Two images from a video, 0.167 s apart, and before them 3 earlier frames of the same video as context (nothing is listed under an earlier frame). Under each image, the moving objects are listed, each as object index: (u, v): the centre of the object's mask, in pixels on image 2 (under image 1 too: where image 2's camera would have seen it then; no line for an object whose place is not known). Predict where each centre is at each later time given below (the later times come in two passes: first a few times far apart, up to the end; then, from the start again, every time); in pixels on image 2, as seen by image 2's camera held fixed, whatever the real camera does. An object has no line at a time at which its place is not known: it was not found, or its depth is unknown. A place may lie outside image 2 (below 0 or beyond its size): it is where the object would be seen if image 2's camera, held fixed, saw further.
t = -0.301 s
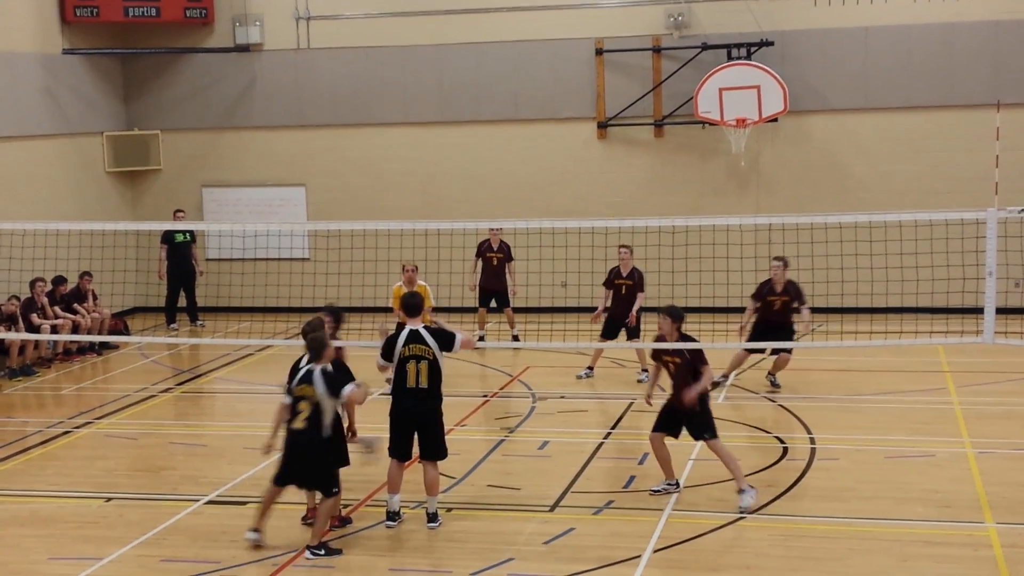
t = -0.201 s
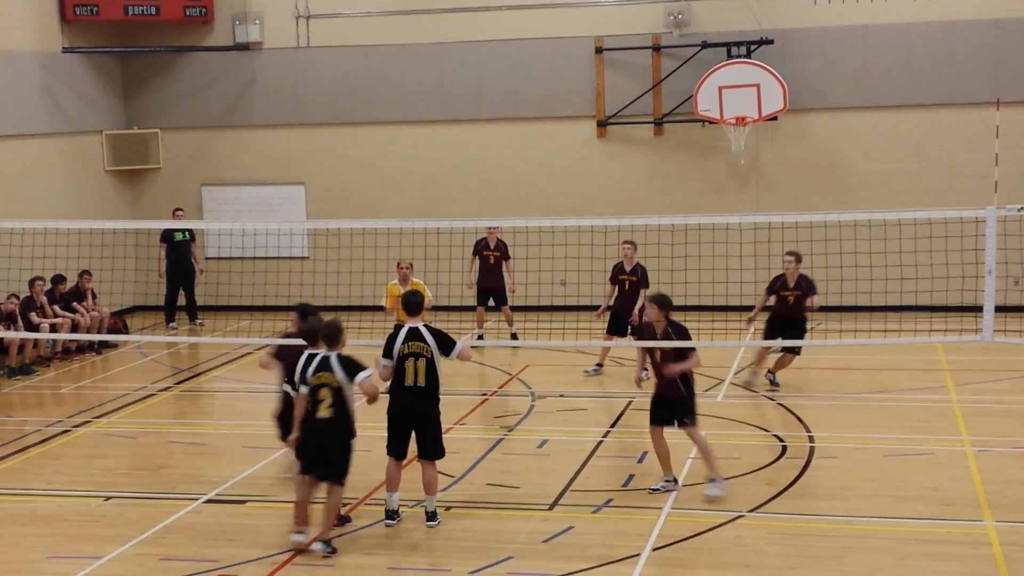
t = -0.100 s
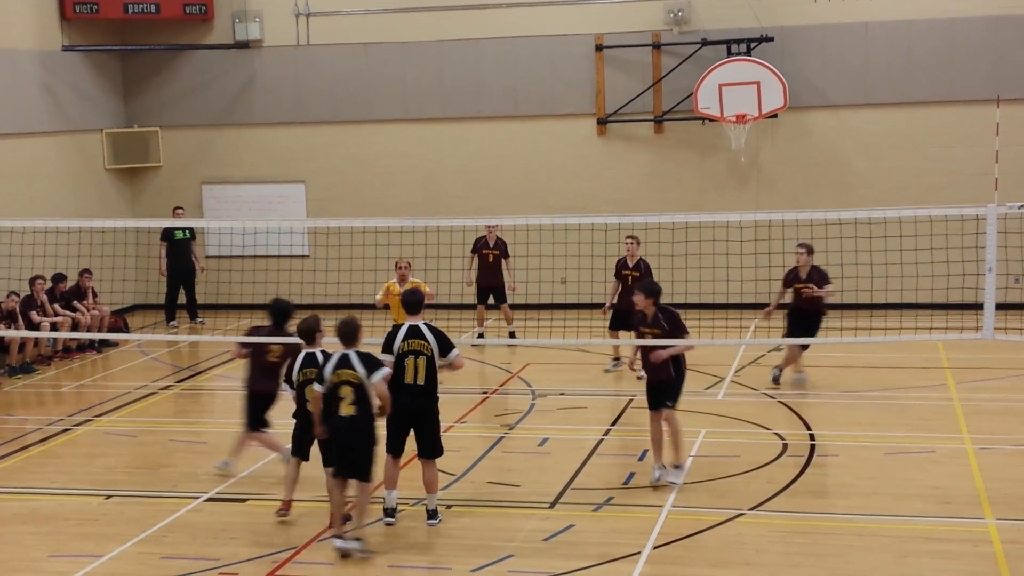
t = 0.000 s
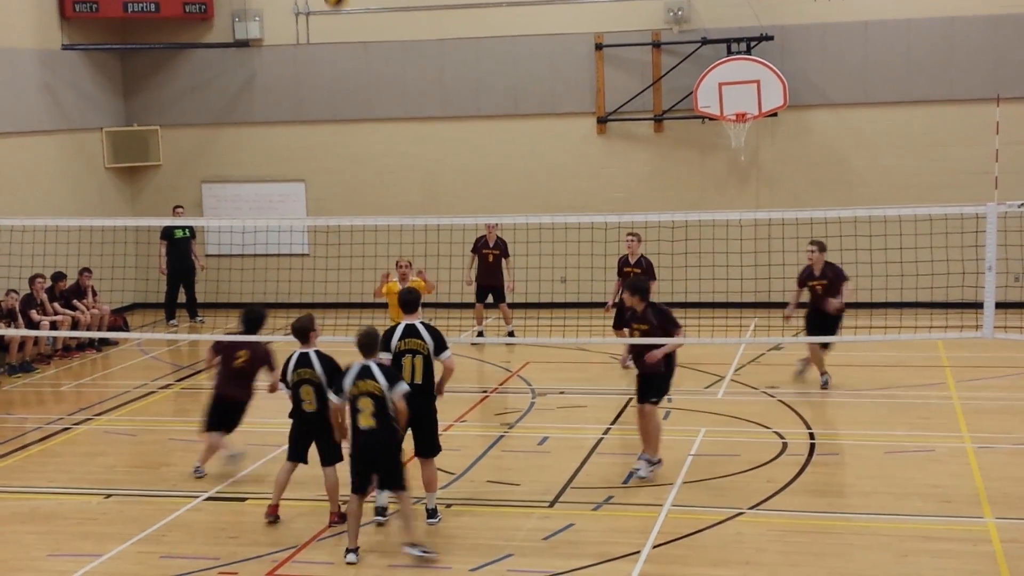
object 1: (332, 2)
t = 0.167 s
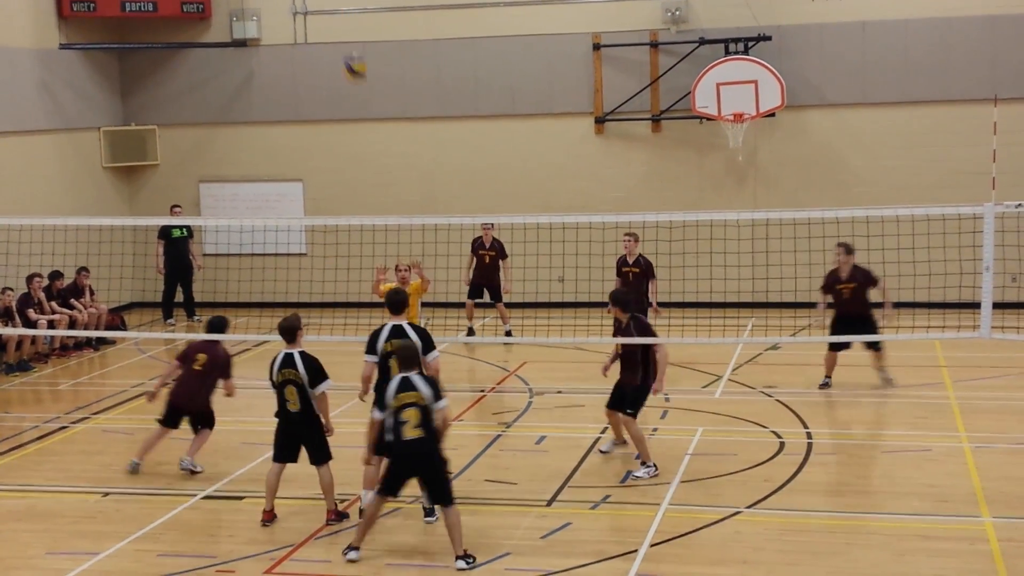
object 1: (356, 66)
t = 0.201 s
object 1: (359, 84)
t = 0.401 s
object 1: (379, 187)
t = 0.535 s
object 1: (389, 257)
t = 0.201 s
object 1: (359, 84)
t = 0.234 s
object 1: (365, 98)
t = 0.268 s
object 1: (368, 114)
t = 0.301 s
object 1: (371, 133)
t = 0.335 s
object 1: (373, 150)
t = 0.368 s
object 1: (376, 171)
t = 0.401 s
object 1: (379, 187)
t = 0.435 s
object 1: (381, 204)
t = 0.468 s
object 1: (385, 228)
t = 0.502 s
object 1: (387, 240)
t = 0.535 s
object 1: (389, 257)
